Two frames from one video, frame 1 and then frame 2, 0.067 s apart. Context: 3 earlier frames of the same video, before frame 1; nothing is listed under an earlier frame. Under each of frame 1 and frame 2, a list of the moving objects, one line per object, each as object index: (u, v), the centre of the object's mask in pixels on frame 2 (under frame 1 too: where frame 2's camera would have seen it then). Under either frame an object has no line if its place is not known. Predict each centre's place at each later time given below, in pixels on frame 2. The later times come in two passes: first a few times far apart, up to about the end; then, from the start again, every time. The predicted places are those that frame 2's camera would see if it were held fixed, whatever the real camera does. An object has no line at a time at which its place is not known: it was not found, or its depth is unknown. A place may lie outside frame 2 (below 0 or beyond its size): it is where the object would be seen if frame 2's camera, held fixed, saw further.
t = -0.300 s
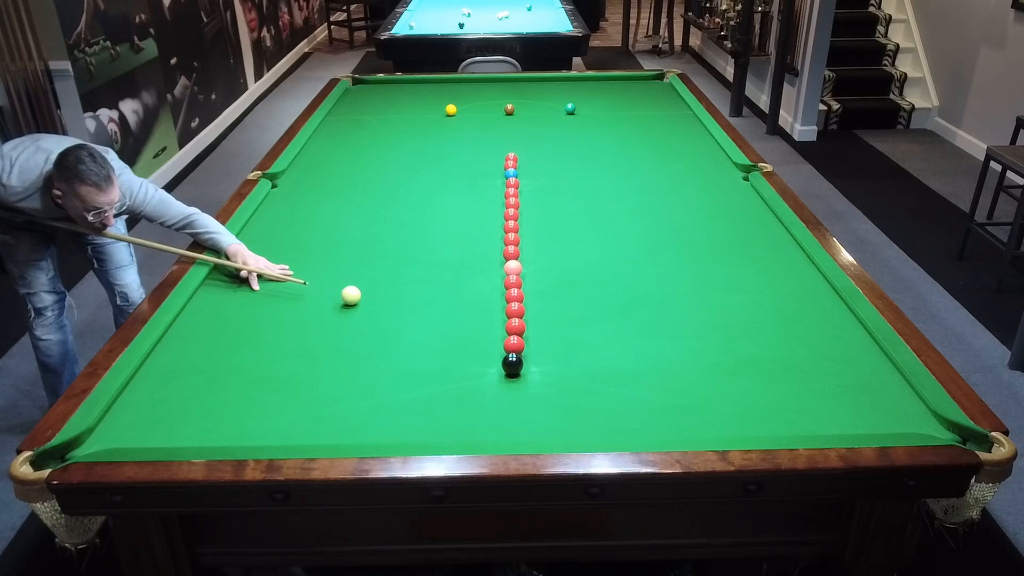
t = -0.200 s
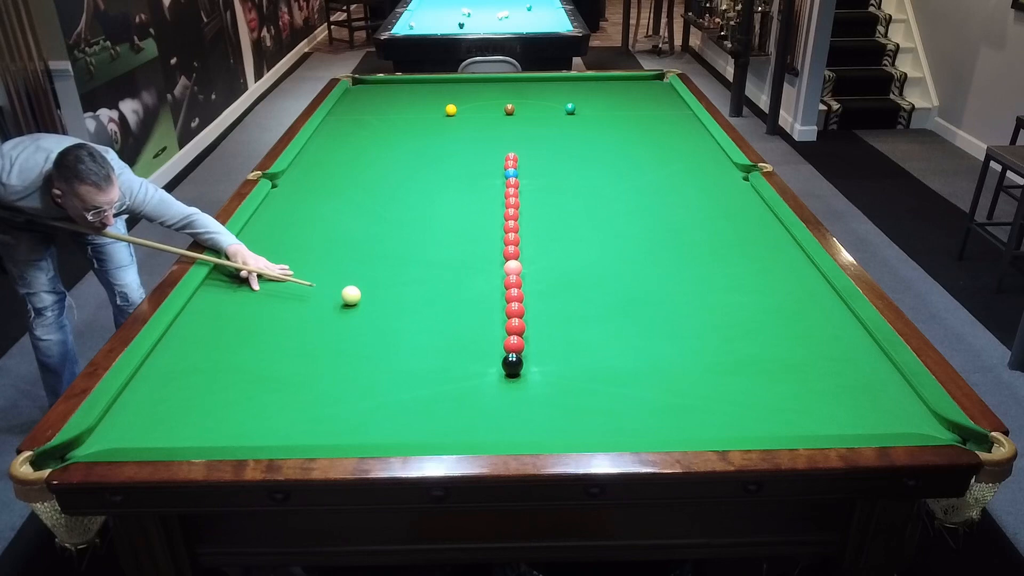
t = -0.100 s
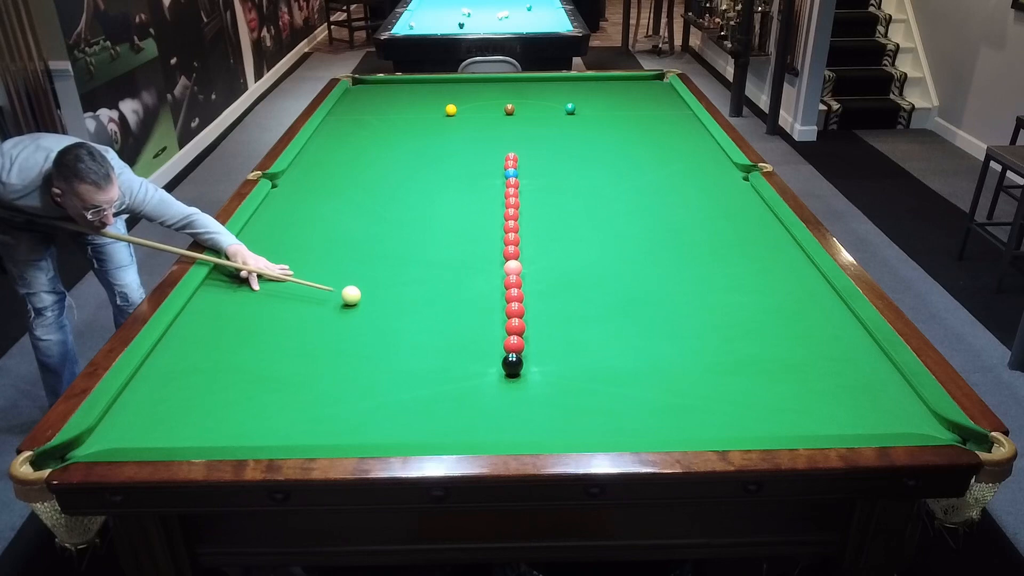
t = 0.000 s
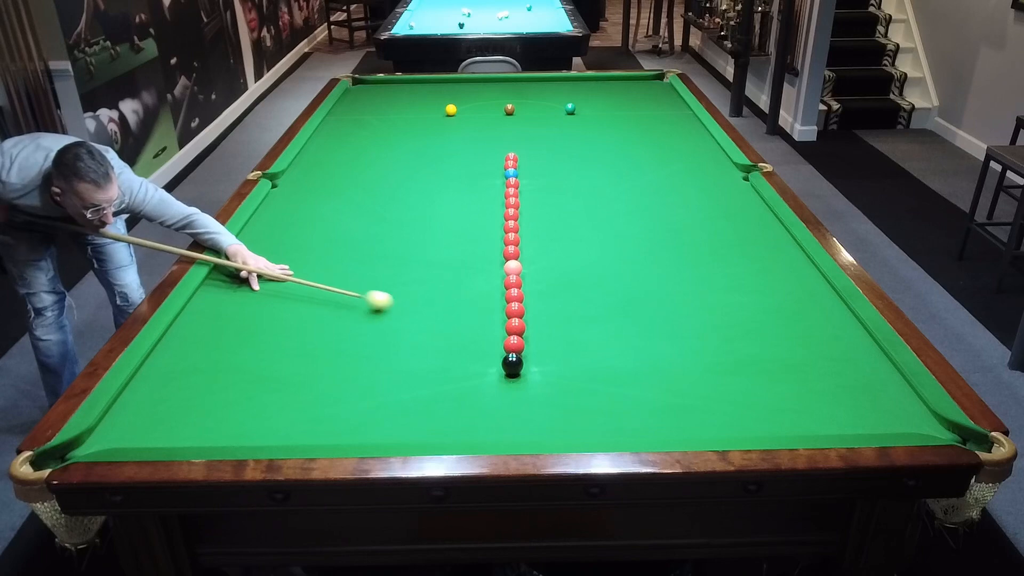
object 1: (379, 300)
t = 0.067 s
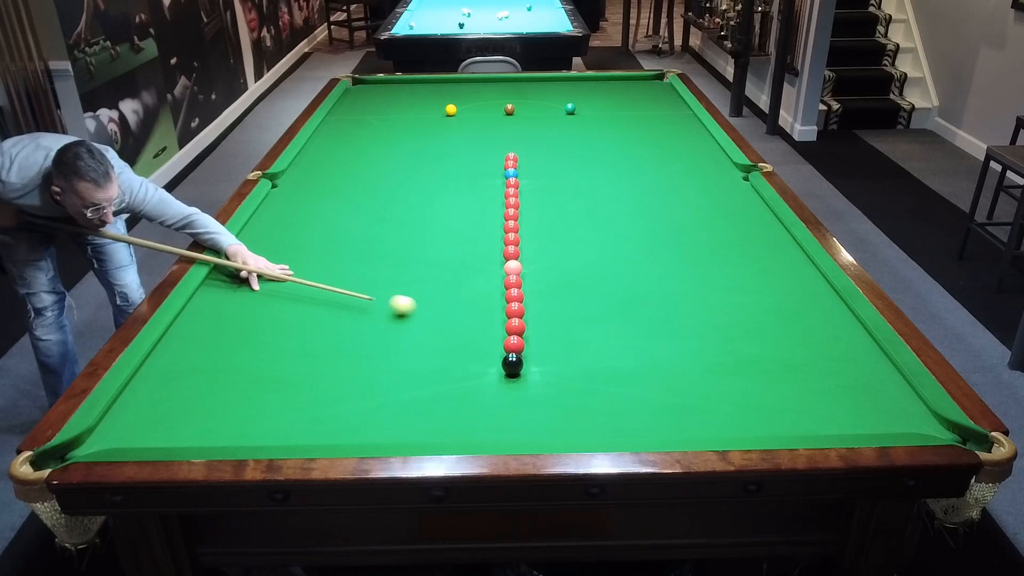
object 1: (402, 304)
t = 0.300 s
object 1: (481, 319)
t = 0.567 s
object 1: (514, 323)
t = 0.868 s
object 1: (539, 325)
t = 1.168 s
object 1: (560, 326)
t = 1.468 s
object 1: (577, 327)
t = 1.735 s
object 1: (589, 328)
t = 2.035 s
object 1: (599, 329)
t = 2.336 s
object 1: (605, 329)
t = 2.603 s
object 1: (608, 329)
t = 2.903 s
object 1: (608, 329)
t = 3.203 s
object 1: (608, 330)
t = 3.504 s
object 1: (608, 330)
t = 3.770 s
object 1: (608, 329)
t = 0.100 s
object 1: (413, 307)
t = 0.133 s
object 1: (425, 309)
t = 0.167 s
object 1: (436, 311)
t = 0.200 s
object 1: (447, 313)
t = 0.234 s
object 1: (458, 315)
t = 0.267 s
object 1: (470, 317)
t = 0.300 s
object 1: (481, 319)
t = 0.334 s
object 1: (493, 321)
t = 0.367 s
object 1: (498, 323)
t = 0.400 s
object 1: (500, 323)
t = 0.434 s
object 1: (502, 323)
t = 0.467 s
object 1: (505, 323)
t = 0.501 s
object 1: (508, 323)
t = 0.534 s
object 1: (511, 323)
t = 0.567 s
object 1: (514, 323)
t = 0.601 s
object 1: (517, 323)
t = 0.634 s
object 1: (520, 324)
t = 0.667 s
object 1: (523, 324)
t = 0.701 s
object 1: (526, 324)
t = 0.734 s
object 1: (528, 324)
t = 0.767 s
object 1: (531, 324)
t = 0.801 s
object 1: (534, 324)
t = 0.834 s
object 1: (536, 324)
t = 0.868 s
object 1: (539, 325)
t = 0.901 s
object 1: (541, 325)
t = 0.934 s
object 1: (544, 325)
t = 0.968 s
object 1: (546, 325)
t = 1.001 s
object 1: (549, 325)
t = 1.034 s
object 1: (551, 325)
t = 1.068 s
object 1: (553, 325)
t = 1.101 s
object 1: (556, 326)
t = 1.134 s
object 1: (558, 326)
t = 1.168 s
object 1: (560, 326)
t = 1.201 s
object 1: (562, 326)
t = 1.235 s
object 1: (564, 326)
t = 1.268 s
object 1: (566, 326)
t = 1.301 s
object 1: (568, 326)
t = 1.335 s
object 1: (570, 327)
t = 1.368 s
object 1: (572, 327)
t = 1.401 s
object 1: (574, 327)
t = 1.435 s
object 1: (575, 327)
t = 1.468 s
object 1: (577, 327)
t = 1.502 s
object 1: (579, 327)
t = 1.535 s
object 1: (580, 327)
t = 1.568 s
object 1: (582, 327)
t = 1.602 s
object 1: (584, 327)
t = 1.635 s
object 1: (585, 327)
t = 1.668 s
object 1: (587, 328)
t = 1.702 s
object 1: (588, 328)
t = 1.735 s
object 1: (589, 328)
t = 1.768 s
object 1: (591, 328)
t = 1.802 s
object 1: (592, 328)
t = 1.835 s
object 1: (593, 328)
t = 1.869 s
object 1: (594, 328)
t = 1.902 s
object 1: (595, 328)
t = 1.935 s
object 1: (596, 329)
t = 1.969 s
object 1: (597, 329)
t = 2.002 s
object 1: (598, 329)
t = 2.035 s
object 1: (599, 329)
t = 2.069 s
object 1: (600, 329)
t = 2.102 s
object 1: (601, 329)
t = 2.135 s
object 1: (602, 329)
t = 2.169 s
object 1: (603, 329)
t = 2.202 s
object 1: (603, 329)
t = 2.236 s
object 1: (604, 329)
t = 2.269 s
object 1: (604, 329)
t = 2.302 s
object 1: (605, 329)
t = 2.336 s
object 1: (605, 329)
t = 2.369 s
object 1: (606, 329)
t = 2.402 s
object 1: (606, 330)
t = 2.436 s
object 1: (606, 330)
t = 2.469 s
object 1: (607, 329)
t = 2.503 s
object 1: (607, 329)
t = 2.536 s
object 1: (607, 330)
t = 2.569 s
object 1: (607, 329)
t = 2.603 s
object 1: (608, 329)
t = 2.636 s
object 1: (608, 330)
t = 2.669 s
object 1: (608, 329)
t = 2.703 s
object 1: (608, 329)
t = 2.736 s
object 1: (608, 329)
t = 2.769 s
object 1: (608, 329)
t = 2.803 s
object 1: (608, 329)
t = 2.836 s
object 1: (608, 329)
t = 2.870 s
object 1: (608, 329)
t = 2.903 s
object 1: (608, 329)
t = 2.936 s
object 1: (608, 330)
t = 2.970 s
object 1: (608, 329)
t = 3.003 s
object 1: (608, 330)
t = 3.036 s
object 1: (608, 330)
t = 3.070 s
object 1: (608, 330)
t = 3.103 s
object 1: (608, 330)
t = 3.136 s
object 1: (608, 330)
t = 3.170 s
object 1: (608, 330)
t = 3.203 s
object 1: (608, 330)
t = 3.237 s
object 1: (608, 330)
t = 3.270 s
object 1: (608, 330)
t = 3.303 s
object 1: (608, 330)
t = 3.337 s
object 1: (608, 330)
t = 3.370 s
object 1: (608, 330)
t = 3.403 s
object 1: (608, 330)
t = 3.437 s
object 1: (608, 330)
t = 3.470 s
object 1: (608, 330)
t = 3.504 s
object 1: (608, 330)
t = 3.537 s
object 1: (608, 330)
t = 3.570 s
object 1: (608, 330)
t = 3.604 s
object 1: (608, 330)
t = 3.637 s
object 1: (608, 330)
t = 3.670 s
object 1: (608, 329)
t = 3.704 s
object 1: (608, 329)
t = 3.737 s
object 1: (608, 329)
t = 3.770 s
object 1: (608, 329)
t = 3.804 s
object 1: (608, 329)
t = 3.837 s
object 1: (608, 329)
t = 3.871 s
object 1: (608, 329)
